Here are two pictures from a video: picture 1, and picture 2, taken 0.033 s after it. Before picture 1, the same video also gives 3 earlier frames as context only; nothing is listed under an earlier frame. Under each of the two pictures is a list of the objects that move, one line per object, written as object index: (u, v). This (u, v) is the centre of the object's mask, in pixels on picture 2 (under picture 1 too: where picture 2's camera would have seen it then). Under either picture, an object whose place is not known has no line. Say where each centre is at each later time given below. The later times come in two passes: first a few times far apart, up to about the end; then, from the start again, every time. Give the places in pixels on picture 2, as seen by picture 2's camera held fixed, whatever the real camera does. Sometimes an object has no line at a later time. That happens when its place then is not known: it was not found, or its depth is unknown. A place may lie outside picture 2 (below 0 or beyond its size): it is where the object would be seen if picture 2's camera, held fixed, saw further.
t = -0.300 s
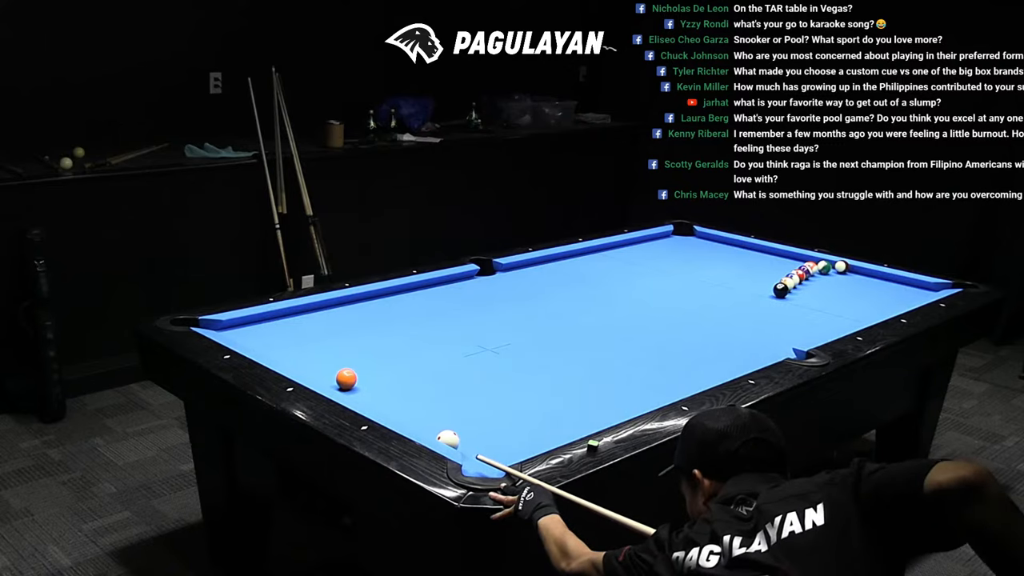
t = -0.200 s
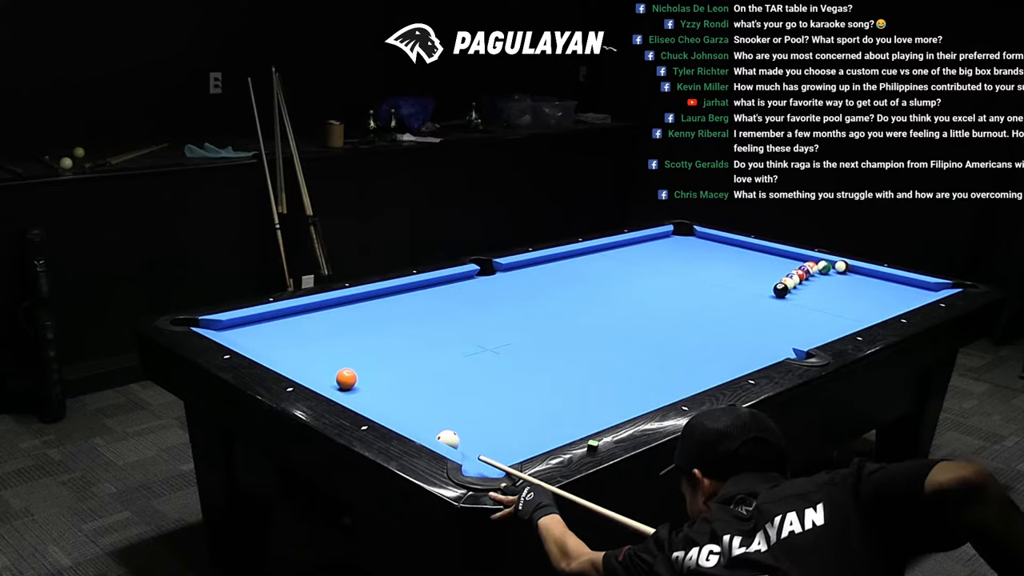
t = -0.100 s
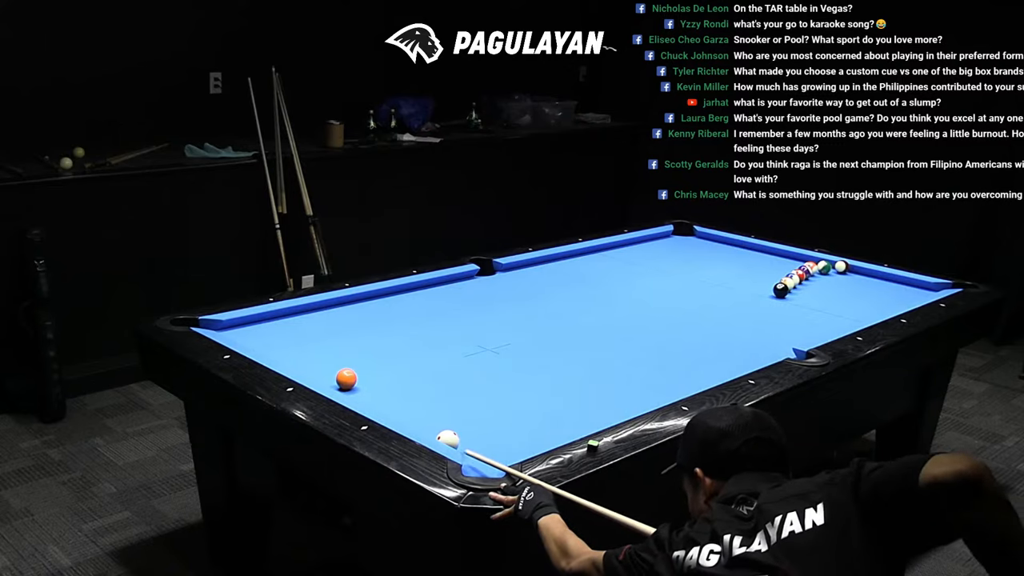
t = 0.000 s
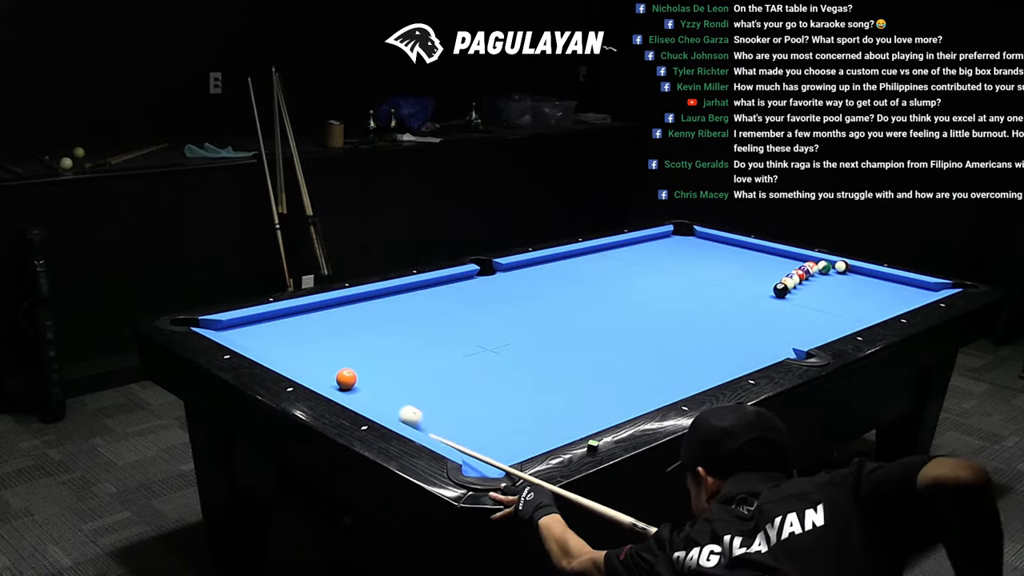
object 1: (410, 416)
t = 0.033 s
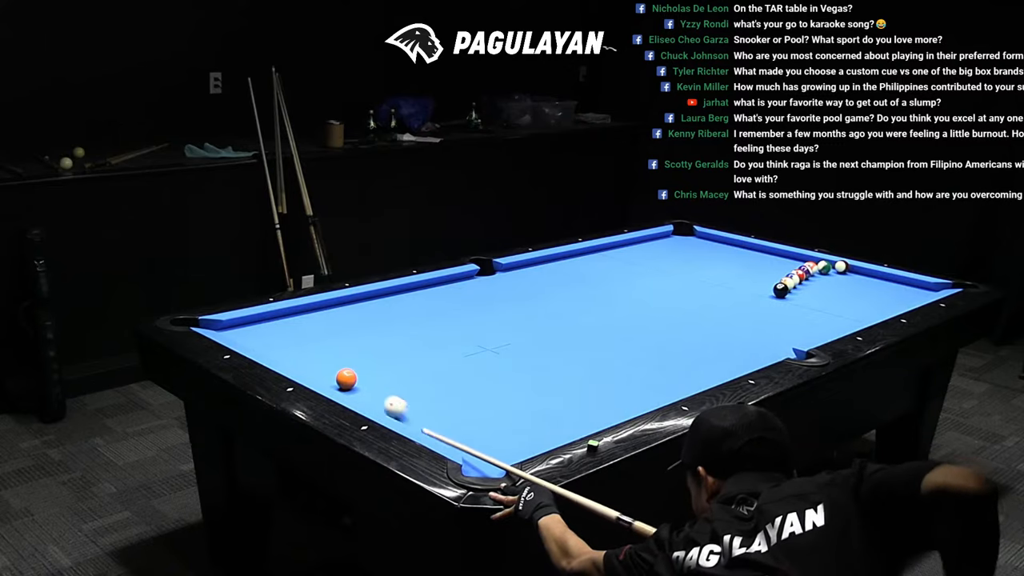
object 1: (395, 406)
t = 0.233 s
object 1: (371, 380)
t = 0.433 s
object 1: (388, 373)
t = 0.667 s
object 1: (406, 366)
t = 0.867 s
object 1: (421, 360)
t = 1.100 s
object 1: (436, 354)
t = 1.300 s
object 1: (448, 349)
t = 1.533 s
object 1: (461, 344)
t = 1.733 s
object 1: (471, 340)
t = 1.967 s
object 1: (482, 336)
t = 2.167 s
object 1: (491, 333)
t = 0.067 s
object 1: (381, 398)
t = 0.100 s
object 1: (368, 390)
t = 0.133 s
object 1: (361, 384)
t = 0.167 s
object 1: (364, 383)
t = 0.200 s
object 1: (368, 382)
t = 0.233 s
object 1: (371, 380)
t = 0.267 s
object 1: (374, 379)
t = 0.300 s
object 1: (377, 378)
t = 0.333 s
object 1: (380, 377)
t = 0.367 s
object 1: (383, 376)
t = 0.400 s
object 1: (385, 374)
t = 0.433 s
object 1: (388, 373)
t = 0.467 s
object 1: (391, 372)
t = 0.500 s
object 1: (393, 371)
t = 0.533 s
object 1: (396, 370)
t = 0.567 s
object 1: (399, 369)
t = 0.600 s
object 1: (401, 368)
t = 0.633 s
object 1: (404, 367)
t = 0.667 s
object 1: (406, 366)
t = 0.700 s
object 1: (409, 365)
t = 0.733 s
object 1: (411, 364)
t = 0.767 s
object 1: (414, 363)
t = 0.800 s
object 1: (416, 362)
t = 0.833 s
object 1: (418, 361)
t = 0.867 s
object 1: (421, 360)
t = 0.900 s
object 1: (423, 359)
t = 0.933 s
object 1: (425, 358)
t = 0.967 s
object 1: (427, 357)
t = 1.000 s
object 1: (430, 357)
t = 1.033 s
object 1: (432, 356)
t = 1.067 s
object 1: (434, 355)
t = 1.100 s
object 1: (436, 354)
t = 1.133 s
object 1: (438, 353)
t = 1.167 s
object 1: (440, 352)
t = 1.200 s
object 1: (442, 352)
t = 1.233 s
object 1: (444, 351)
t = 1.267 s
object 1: (446, 350)
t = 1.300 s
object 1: (448, 349)
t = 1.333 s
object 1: (450, 349)
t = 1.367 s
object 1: (452, 348)
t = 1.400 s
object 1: (454, 347)
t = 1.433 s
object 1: (456, 347)
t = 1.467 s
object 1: (457, 346)
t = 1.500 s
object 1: (459, 345)
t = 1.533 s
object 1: (461, 344)
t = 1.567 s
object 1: (462, 344)
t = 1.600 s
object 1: (464, 343)
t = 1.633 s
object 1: (466, 342)
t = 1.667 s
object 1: (468, 342)
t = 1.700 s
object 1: (469, 341)
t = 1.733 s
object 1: (471, 340)
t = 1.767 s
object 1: (473, 340)
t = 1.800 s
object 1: (474, 339)
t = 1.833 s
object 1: (476, 339)
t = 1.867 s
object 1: (477, 338)
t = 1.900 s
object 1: (479, 337)
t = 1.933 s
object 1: (480, 337)
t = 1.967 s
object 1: (482, 336)
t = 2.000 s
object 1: (483, 336)
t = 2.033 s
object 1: (485, 335)
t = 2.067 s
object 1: (486, 335)
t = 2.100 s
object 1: (488, 334)
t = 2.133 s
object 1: (489, 334)
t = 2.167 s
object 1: (491, 333)
